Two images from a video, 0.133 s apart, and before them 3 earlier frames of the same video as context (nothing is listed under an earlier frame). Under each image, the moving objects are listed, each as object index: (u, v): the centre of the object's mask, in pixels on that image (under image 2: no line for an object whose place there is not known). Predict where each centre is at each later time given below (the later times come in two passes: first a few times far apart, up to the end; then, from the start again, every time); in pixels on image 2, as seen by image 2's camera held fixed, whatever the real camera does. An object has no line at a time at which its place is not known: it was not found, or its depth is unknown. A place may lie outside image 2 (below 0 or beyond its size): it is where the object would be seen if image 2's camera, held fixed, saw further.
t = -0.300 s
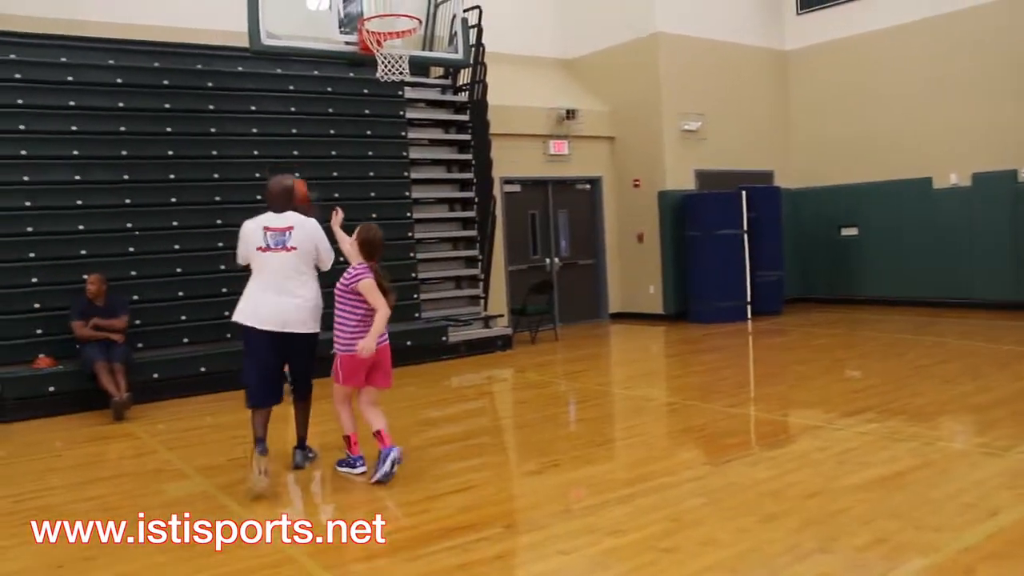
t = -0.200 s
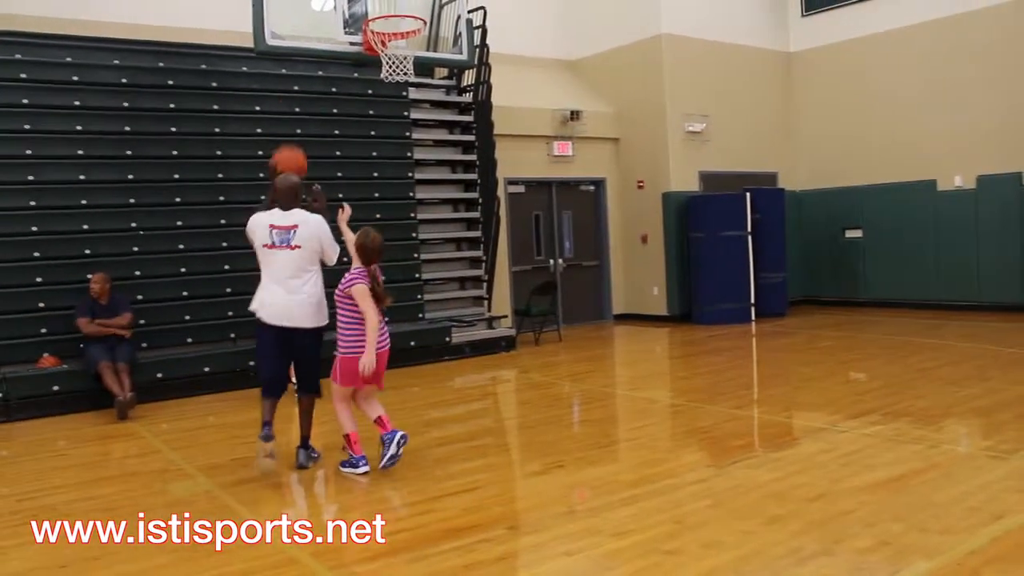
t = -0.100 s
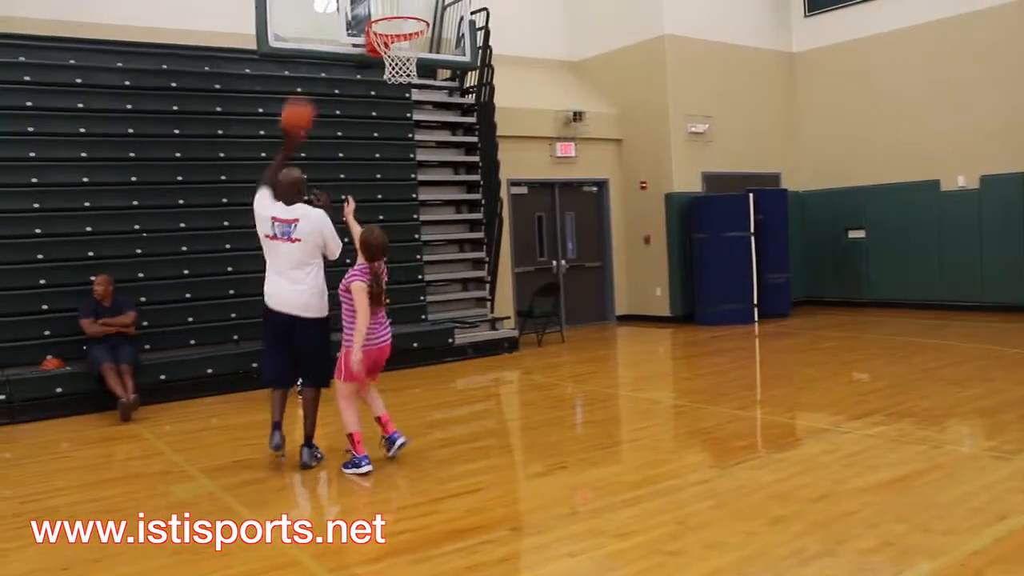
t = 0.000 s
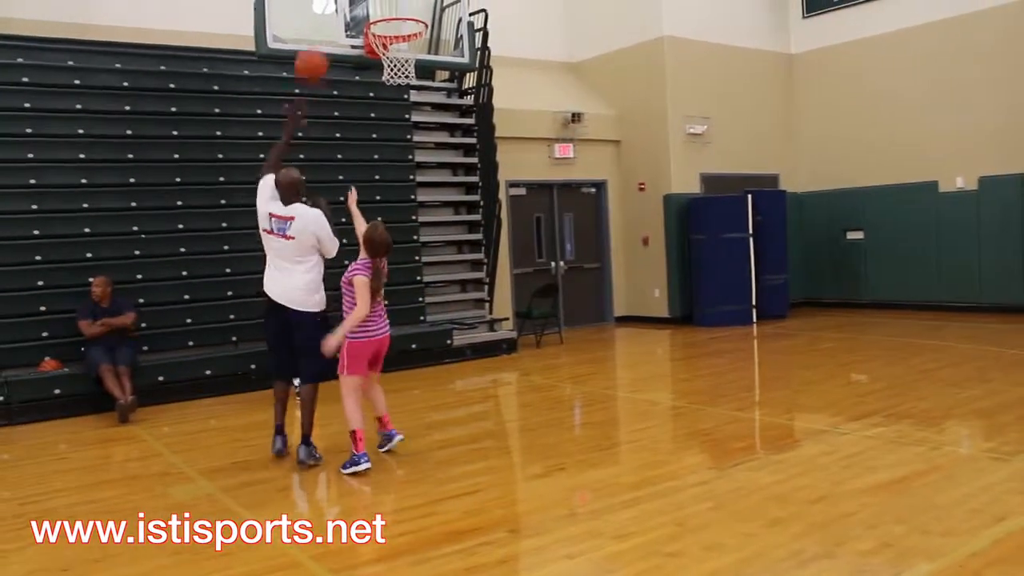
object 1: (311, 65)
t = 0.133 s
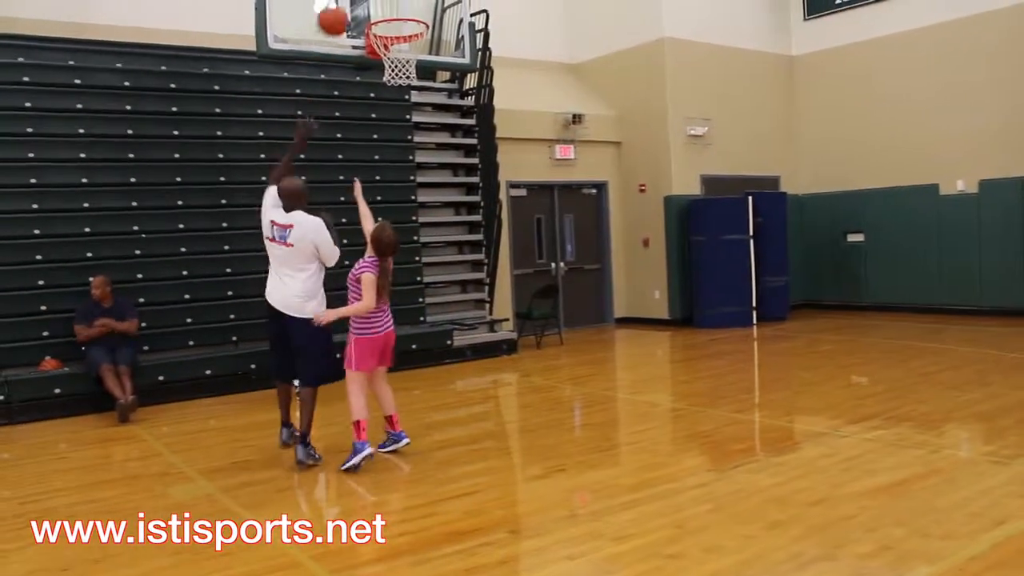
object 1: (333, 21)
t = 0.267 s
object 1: (350, 8)
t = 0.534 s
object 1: (406, 23)
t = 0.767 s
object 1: (384, 72)
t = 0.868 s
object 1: (384, 78)
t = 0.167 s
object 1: (337, 14)
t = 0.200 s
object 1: (342, 11)
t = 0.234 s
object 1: (347, 9)
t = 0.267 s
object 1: (350, 8)
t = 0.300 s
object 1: (356, 7)
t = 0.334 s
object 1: (362, 7)
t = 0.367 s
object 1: (368, 7)
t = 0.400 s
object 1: (376, 8)
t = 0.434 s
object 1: (383, 9)
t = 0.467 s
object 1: (391, 10)
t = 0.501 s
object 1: (399, 15)
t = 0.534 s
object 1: (406, 23)
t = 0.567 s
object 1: (406, 31)
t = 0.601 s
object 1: (402, 37)
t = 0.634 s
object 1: (393, 48)
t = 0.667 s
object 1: (389, 60)
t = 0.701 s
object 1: (385, 63)
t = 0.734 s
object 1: (383, 67)
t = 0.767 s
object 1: (384, 72)
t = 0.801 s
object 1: (383, 72)
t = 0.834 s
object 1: (383, 74)
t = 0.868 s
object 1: (384, 78)
